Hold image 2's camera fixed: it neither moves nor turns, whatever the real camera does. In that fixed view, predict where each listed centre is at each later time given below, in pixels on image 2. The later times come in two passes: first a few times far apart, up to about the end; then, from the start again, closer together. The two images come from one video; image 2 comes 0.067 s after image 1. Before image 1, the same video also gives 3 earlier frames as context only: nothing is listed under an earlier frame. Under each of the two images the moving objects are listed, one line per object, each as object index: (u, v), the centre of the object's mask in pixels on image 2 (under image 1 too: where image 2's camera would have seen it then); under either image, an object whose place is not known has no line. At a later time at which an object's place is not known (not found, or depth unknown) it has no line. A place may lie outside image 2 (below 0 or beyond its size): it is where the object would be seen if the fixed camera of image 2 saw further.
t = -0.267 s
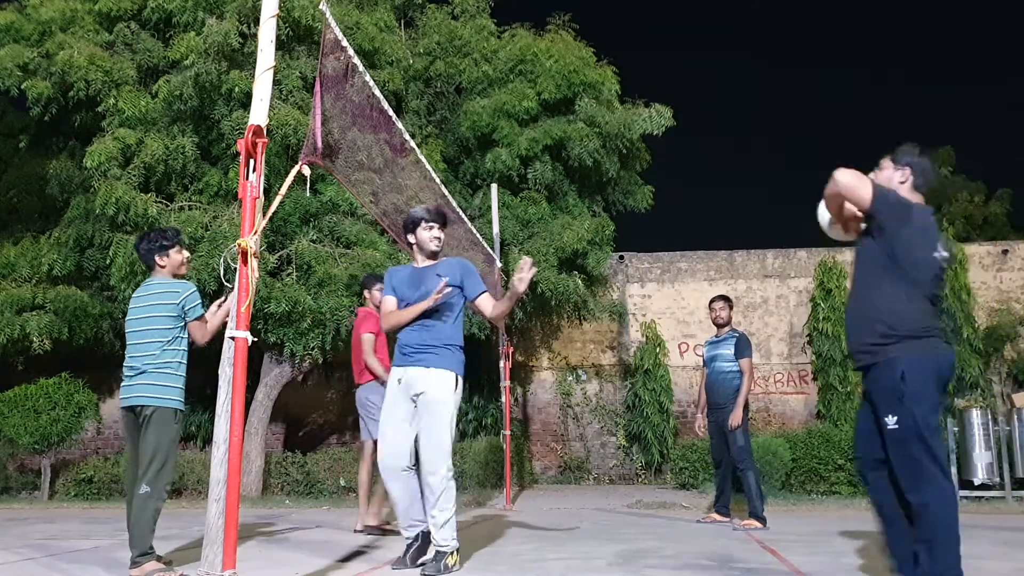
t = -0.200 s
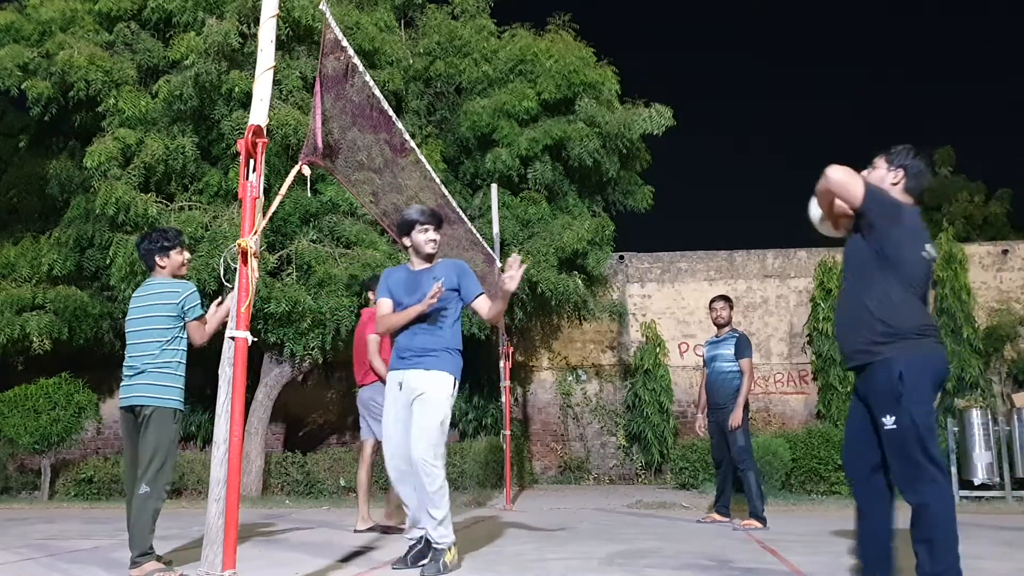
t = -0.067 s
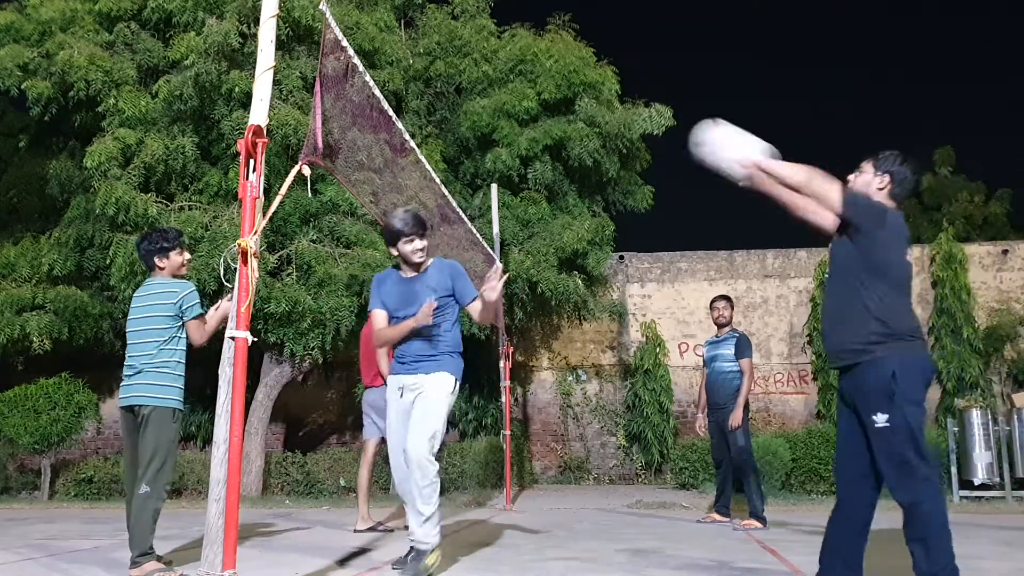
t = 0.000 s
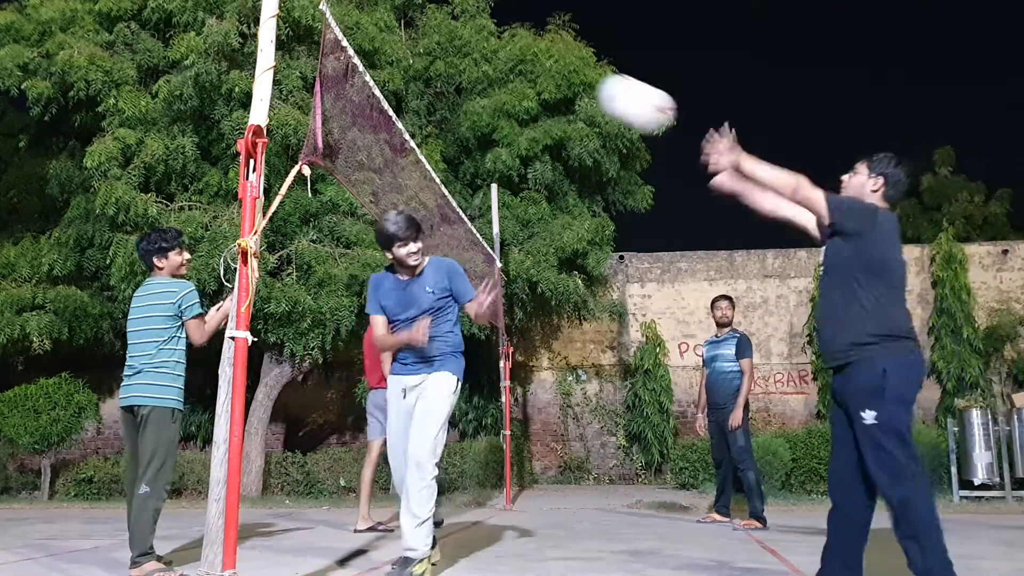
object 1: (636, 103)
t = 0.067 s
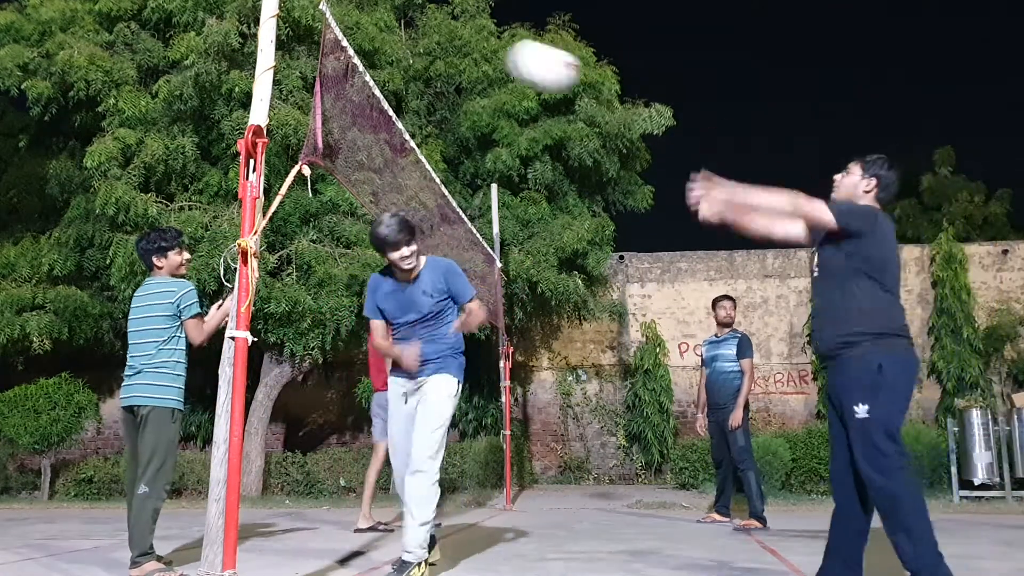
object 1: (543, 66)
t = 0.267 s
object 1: (321, 25)
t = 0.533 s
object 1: (102, 83)
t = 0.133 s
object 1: (463, 43)
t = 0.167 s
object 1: (425, 35)
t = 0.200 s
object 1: (390, 29)
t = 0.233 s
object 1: (359, 25)
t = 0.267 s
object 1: (321, 25)
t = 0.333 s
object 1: (258, 30)
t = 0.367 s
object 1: (231, 35)
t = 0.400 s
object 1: (204, 41)
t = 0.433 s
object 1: (178, 49)
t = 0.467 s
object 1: (150, 59)
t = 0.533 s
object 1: (102, 83)
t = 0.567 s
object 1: (77, 97)
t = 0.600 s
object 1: (55, 111)
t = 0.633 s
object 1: (32, 128)
